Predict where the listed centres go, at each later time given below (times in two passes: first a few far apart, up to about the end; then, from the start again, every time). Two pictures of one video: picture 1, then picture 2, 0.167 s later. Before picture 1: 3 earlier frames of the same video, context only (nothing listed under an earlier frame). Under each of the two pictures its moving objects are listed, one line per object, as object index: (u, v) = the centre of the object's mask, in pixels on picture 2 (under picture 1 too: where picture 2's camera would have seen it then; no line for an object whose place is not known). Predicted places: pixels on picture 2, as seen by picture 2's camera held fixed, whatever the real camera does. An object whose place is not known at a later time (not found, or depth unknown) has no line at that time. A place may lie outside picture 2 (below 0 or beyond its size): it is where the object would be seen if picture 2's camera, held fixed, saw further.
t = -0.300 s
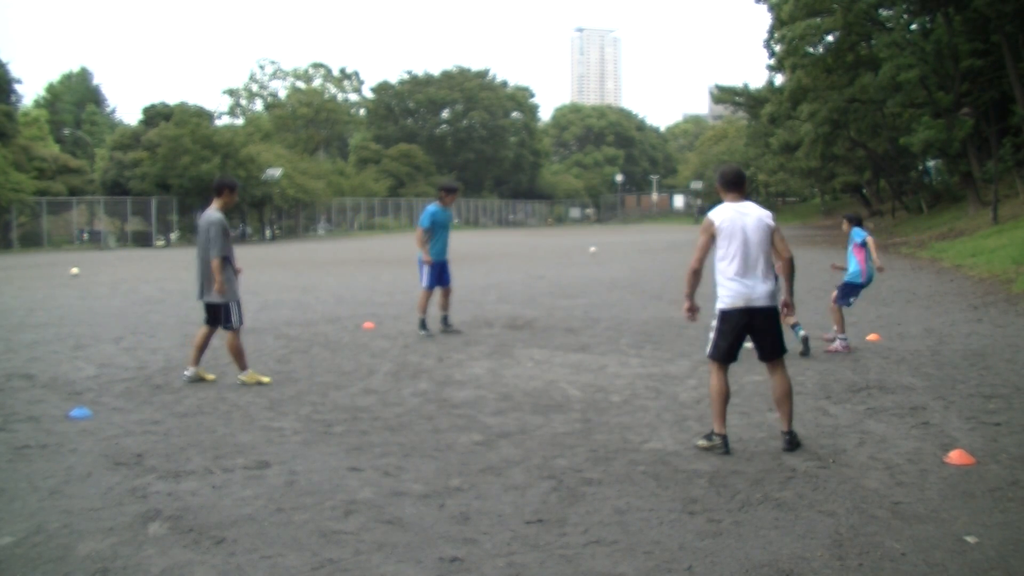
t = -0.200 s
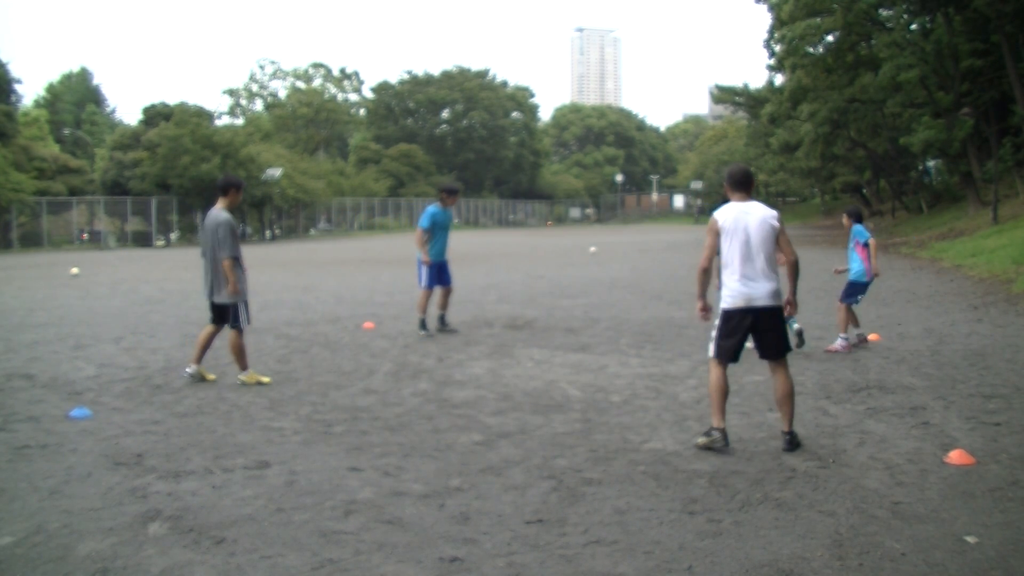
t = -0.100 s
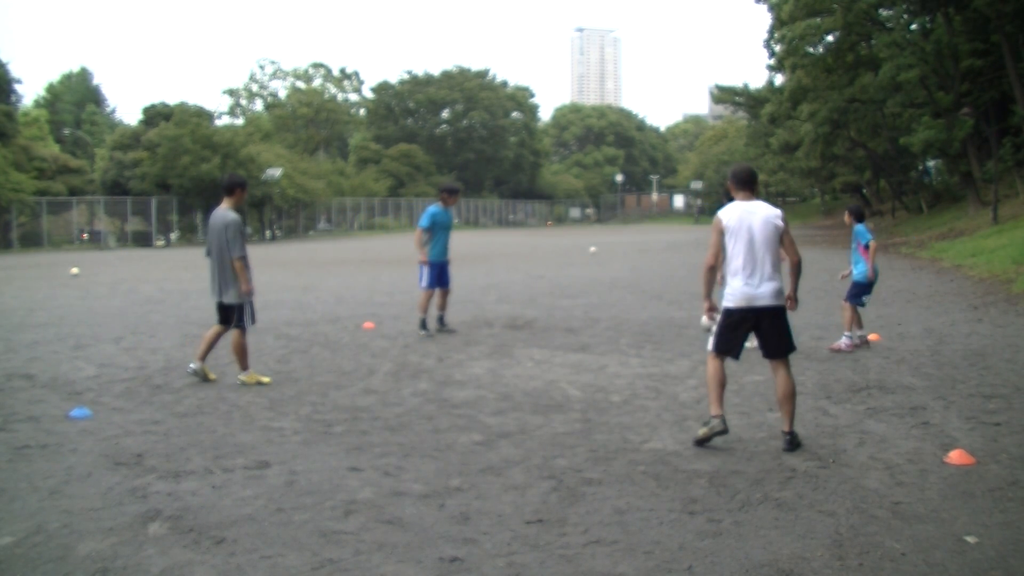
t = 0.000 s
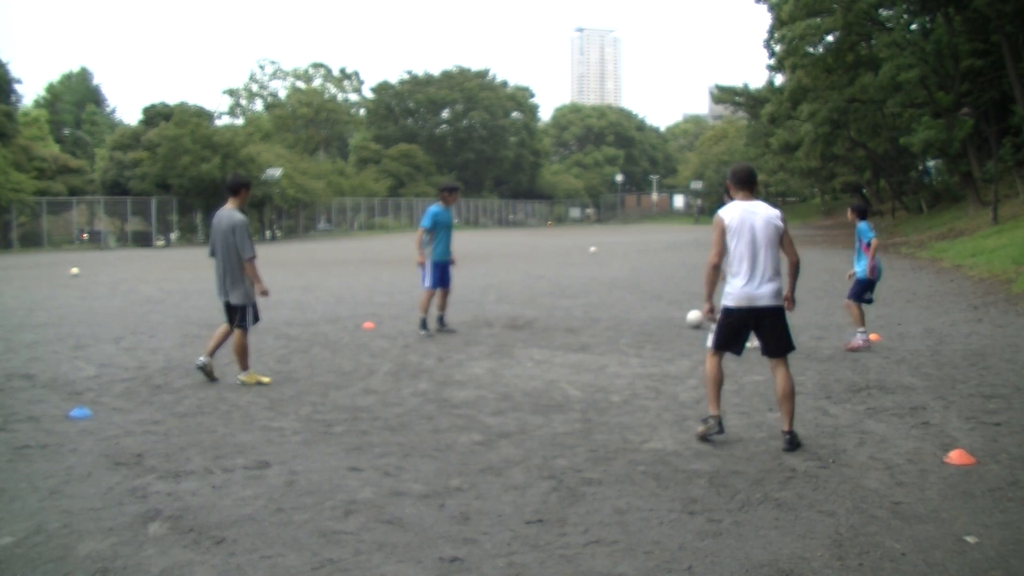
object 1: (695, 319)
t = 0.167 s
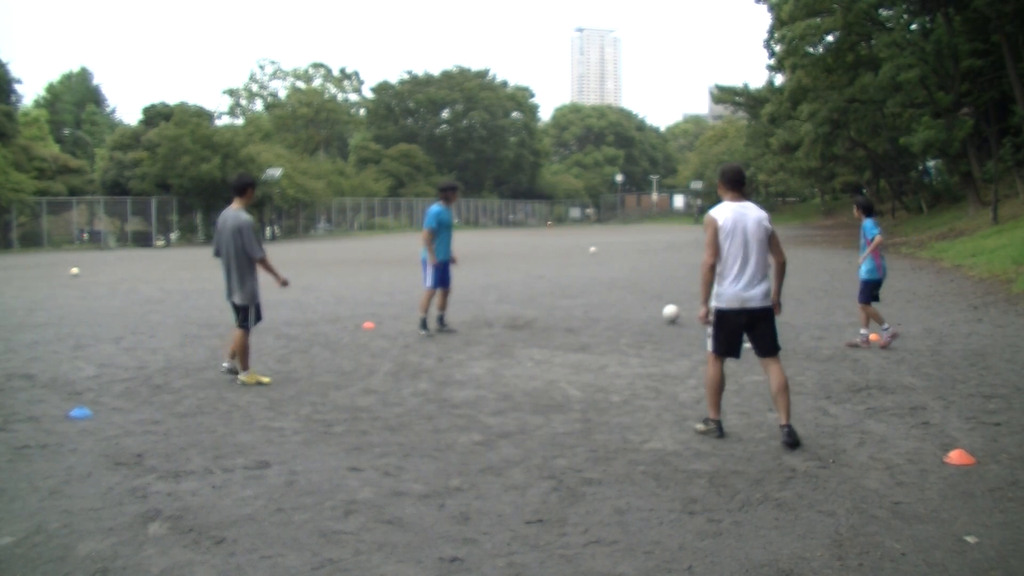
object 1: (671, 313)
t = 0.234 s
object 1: (662, 313)
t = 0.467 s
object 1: (631, 308)
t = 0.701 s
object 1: (603, 304)
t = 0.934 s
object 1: (578, 301)
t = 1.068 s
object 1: (566, 299)
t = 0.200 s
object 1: (666, 313)
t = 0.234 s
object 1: (662, 313)
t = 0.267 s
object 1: (657, 311)
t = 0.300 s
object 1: (653, 310)
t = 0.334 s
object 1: (648, 310)
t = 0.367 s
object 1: (644, 310)
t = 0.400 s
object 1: (640, 309)
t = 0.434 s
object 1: (635, 308)
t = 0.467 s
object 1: (631, 308)
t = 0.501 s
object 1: (626, 307)
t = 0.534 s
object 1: (622, 306)
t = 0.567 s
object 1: (618, 306)
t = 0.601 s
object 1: (614, 306)
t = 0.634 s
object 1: (611, 305)
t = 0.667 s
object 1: (607, 304)
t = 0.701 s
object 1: (603, 304)
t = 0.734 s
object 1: (599, 304)
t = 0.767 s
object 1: (595, 303)
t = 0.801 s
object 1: (592, 302)
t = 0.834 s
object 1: (588, 302)
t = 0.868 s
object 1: (585, 301)
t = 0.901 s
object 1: (581, 301)
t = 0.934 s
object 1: (578, 301)
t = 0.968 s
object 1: (575, 300)
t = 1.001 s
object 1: (572, 300)
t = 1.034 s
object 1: (569, 300)
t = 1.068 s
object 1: (566, 299)
